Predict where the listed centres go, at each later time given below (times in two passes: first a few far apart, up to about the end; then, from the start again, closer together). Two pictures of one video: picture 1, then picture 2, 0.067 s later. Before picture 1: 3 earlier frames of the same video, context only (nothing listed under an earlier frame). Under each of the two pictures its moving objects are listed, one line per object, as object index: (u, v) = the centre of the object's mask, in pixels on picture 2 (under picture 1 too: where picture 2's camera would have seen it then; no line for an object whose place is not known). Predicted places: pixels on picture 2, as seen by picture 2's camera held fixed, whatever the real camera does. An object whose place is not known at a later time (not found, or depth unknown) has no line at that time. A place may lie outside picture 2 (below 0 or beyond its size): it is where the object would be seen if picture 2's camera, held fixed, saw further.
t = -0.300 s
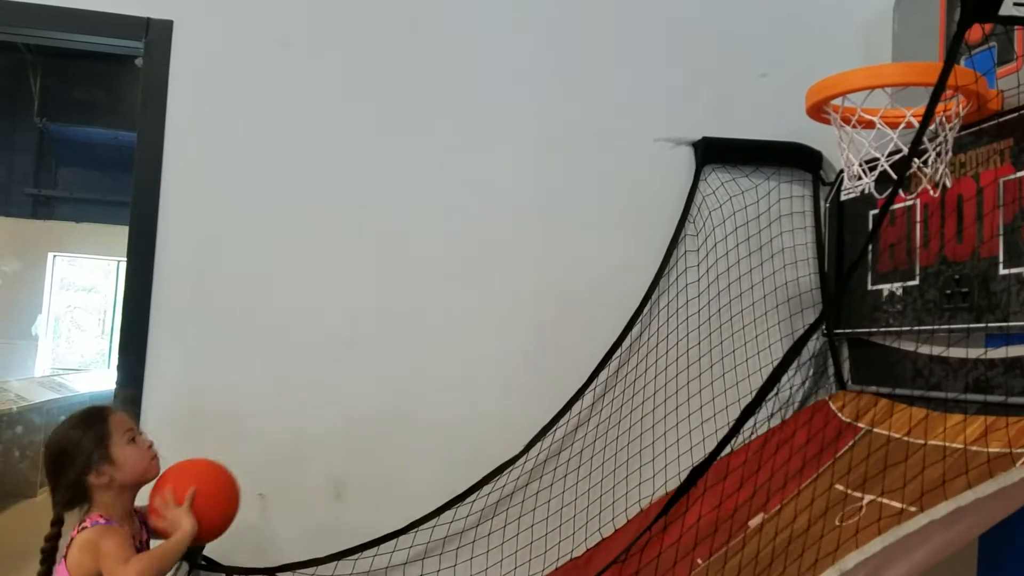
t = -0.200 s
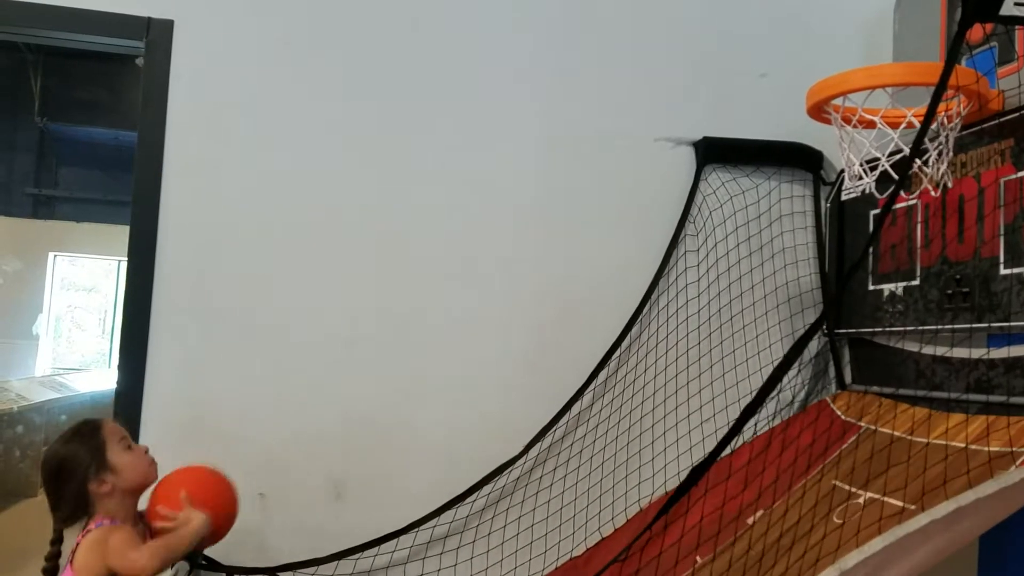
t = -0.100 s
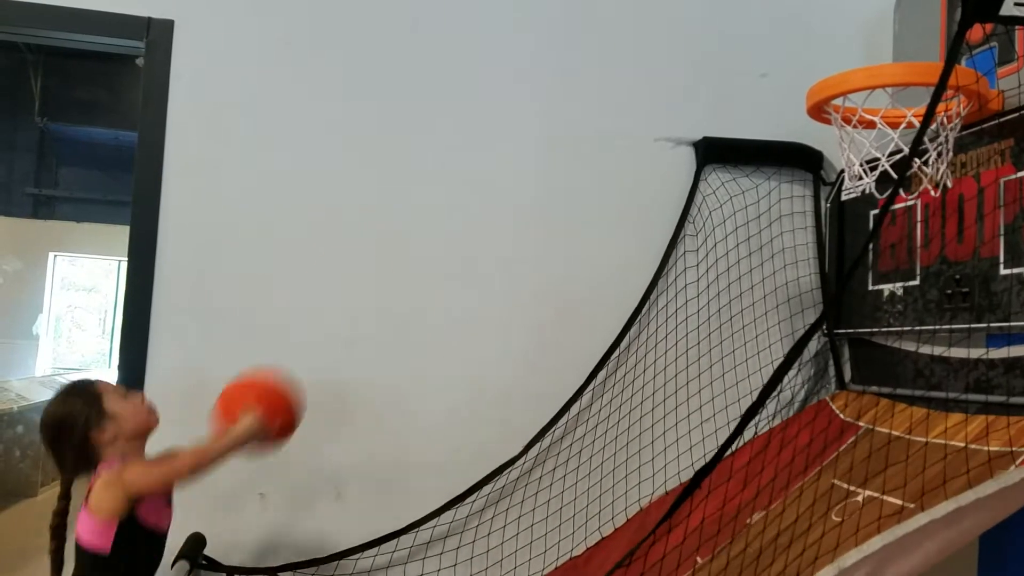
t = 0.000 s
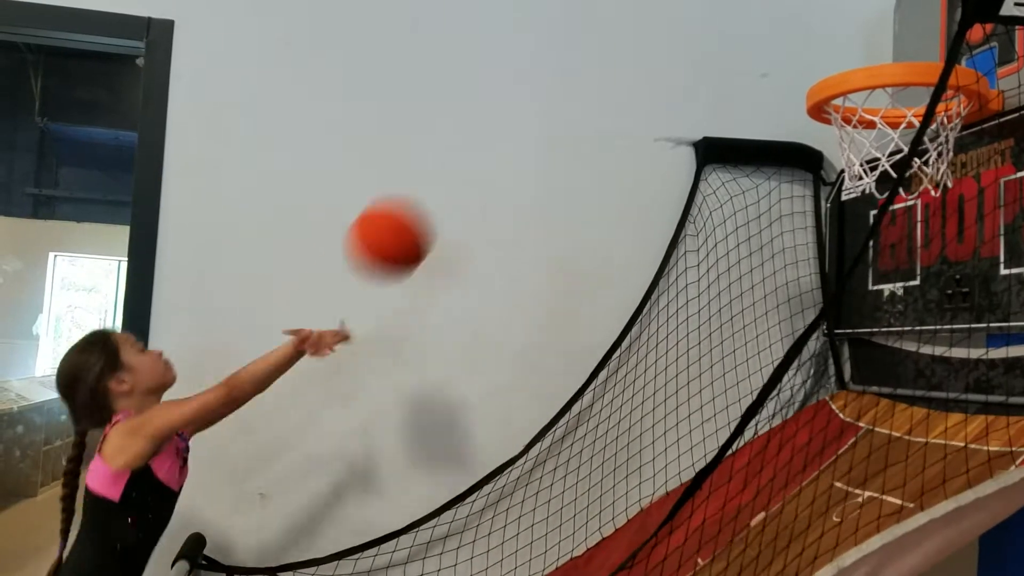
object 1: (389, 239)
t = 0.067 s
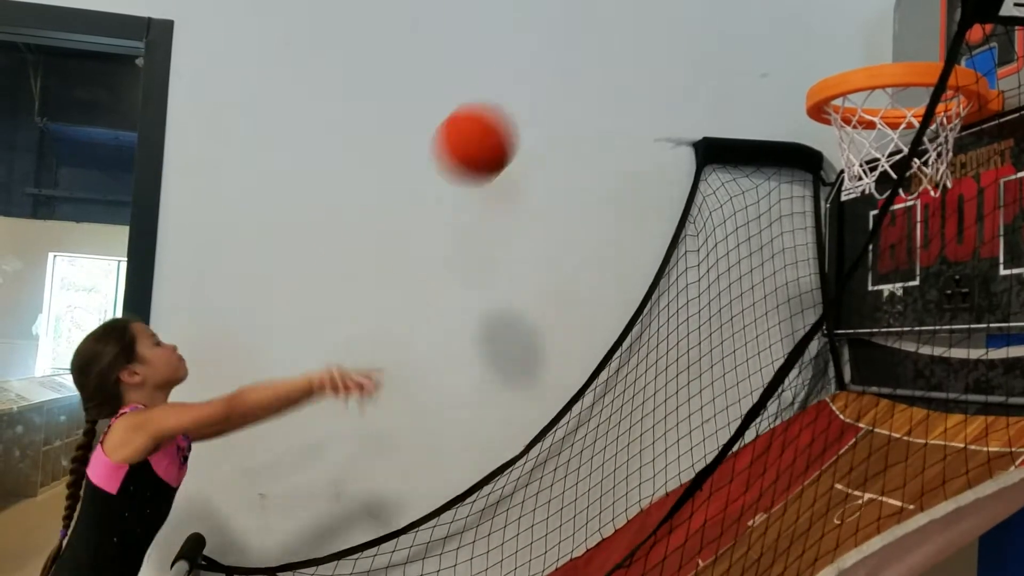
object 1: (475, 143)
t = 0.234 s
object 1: (674, 7)
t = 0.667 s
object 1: (924, 30)
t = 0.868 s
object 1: (909, 14)
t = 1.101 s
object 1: (874, 50)
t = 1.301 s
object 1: (820, 318)
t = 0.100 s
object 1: (517, 101)
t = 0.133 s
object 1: (557, 64)
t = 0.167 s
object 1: (597, 33)
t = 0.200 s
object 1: (635, 18)
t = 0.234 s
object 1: (674, 7)
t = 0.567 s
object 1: (919, 1)
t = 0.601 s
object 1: (923, 8)
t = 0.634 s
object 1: (923, 18)
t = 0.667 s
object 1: (924, 30)
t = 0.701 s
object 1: (924, 46)
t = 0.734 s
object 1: (922, 49)
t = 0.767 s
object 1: (920, 38)
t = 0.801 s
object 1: (919, 27)
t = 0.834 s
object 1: (915, 19)
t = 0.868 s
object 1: (909, 14)
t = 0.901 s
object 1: (904, 12)
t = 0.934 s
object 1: (899, 11)
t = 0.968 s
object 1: (895, 13)
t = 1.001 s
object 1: (890, 17)
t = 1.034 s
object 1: (885, 23)
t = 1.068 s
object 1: (880, 33)
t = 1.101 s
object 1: (874, 50)
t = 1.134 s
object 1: (866, 75)
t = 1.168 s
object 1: (859, 108)
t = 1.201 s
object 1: (849, 150)
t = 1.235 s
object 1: (839, 199)
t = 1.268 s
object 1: (824, 250)
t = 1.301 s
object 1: (820, 318)
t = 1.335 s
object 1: (820, 411)
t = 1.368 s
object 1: (799, 489)
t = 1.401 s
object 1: (785, 545)
